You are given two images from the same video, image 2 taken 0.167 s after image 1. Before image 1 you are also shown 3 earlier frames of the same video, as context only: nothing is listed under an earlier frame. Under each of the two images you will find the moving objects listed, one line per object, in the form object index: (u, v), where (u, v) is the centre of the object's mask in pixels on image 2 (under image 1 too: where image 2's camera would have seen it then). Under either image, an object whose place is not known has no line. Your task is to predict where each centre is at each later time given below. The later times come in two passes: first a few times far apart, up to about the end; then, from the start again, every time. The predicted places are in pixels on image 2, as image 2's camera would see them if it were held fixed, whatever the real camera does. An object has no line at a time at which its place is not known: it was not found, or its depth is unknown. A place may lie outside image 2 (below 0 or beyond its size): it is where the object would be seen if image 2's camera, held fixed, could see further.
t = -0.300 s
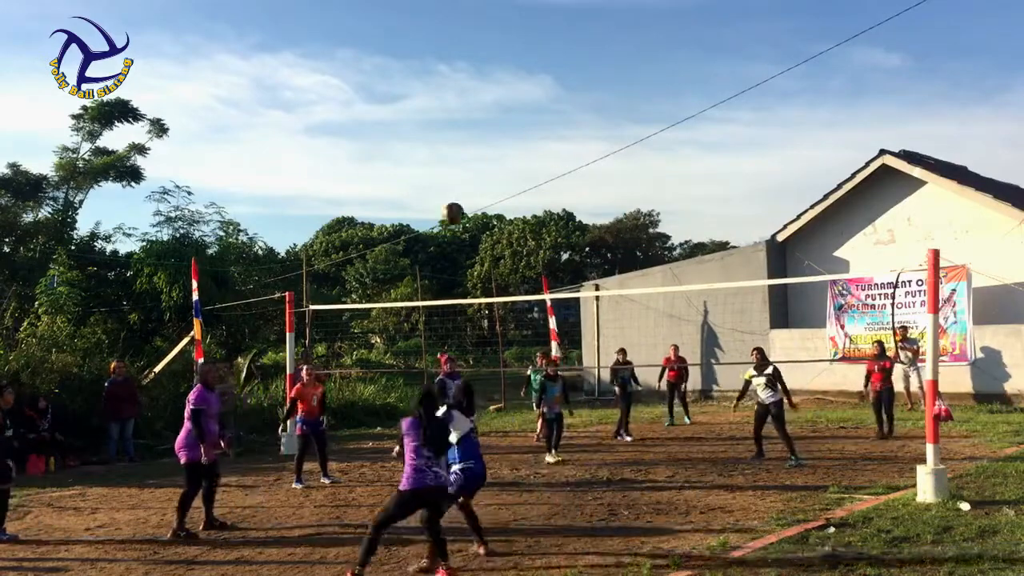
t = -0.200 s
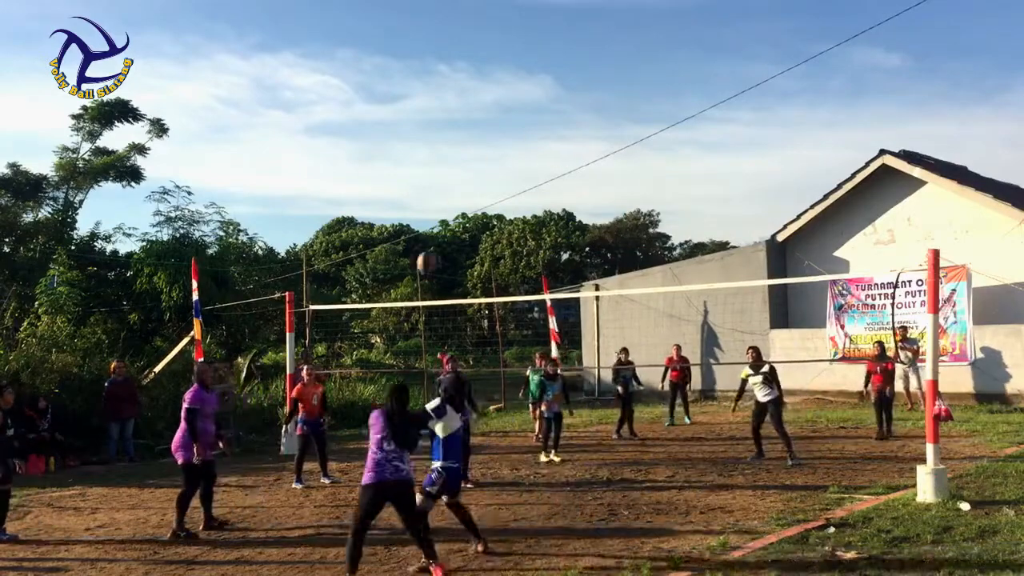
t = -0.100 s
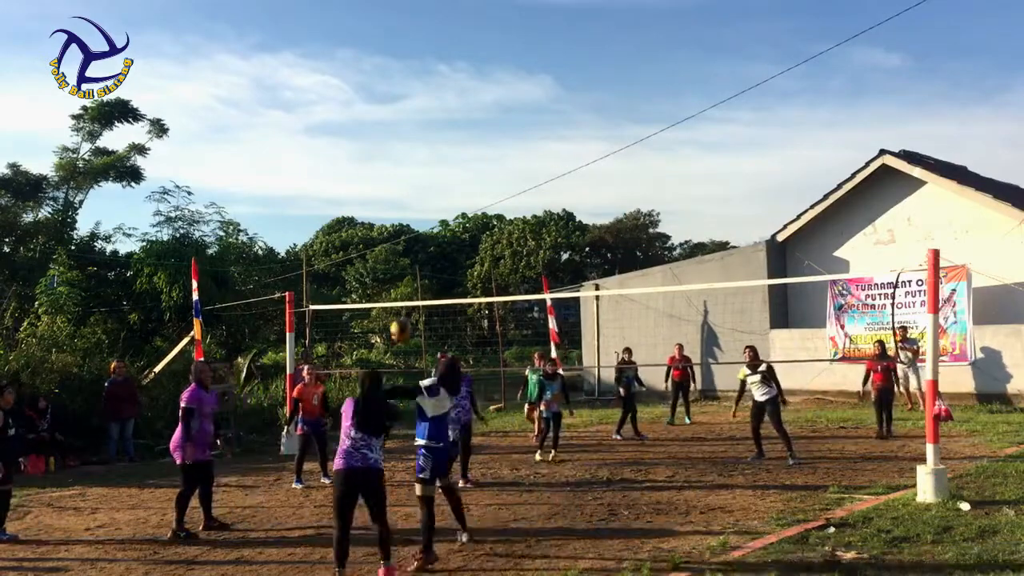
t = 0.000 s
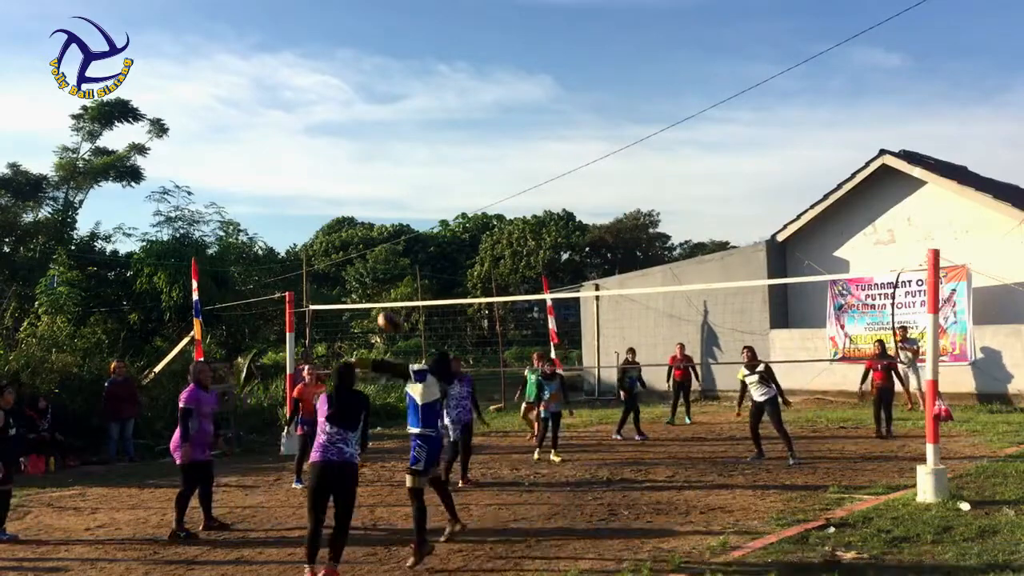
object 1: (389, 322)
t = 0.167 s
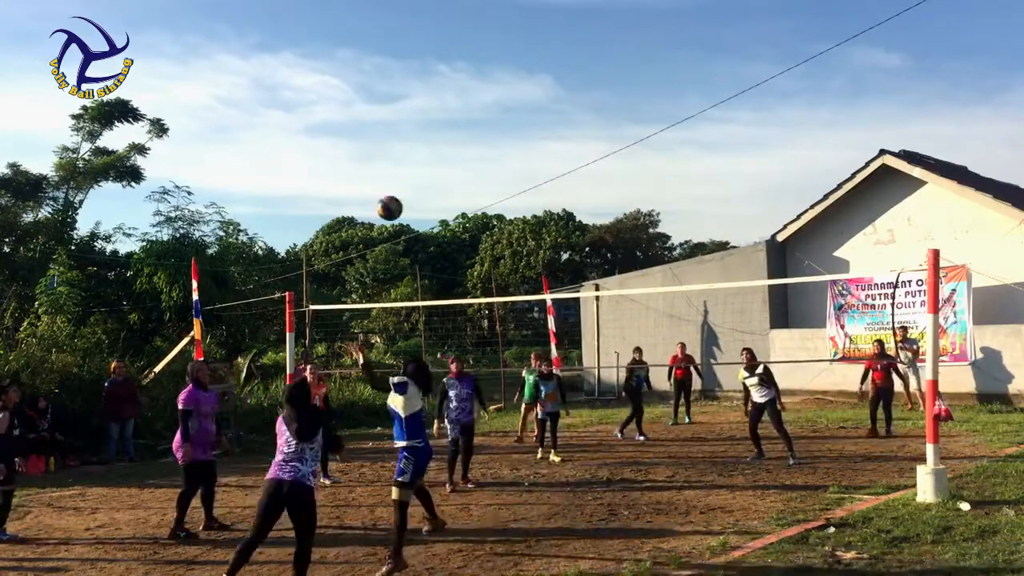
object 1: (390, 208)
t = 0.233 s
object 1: (390, 172)
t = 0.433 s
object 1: (390, 97)
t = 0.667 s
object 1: (392, 69)
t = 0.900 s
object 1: (396, 101)
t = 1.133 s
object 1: (401, 194)
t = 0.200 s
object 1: (390, 190)
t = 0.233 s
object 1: (390, 172)
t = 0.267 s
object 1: (389, 156)
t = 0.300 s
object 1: (390, 142)
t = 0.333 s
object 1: (390, 129)
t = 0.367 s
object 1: (390, 117)
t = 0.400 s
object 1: (390, 107)
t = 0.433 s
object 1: (390, 97)
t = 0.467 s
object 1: (390, 89)
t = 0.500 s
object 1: (390, 83)
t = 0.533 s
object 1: (391, 77)
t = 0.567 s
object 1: (391, 73)
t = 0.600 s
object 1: (391, 70)
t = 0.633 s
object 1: (392, 69)
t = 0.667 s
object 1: (392, 69)
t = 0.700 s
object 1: (393, 70)
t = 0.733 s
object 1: (393, 72)
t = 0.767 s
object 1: (394, 75)
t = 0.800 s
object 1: (394, 79)
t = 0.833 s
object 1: (395, 85)
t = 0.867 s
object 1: (396, 93)
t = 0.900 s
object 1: (396, 101)
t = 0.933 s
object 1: (397, 110)
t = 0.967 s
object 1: (397, 121)
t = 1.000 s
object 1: (398, 133)
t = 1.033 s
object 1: (399, 147)
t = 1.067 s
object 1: (400, 161)
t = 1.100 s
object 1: (401, 177)
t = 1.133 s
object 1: (401, 194)
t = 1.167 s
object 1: (402, 212)
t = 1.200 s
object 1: (402, 231)
